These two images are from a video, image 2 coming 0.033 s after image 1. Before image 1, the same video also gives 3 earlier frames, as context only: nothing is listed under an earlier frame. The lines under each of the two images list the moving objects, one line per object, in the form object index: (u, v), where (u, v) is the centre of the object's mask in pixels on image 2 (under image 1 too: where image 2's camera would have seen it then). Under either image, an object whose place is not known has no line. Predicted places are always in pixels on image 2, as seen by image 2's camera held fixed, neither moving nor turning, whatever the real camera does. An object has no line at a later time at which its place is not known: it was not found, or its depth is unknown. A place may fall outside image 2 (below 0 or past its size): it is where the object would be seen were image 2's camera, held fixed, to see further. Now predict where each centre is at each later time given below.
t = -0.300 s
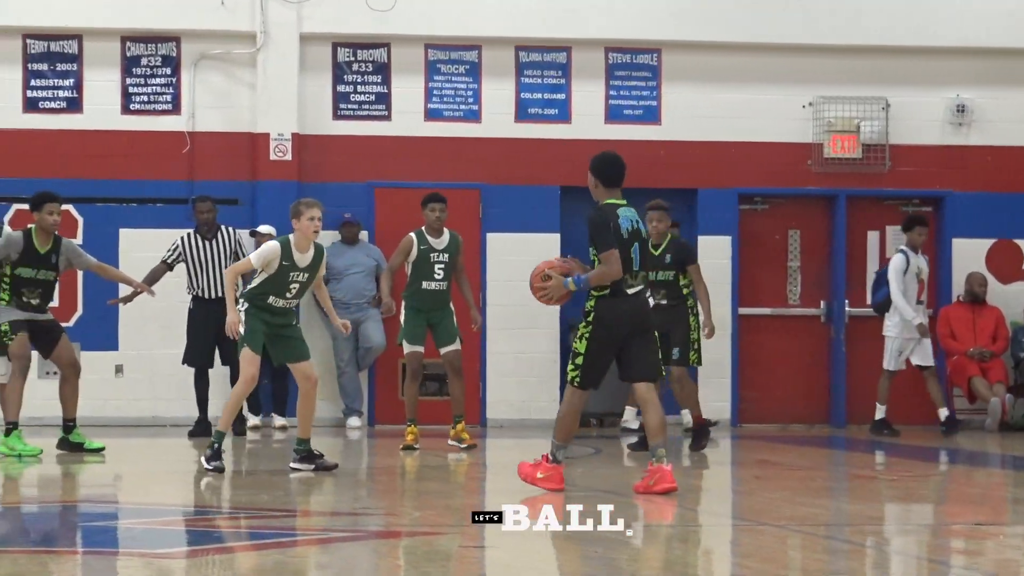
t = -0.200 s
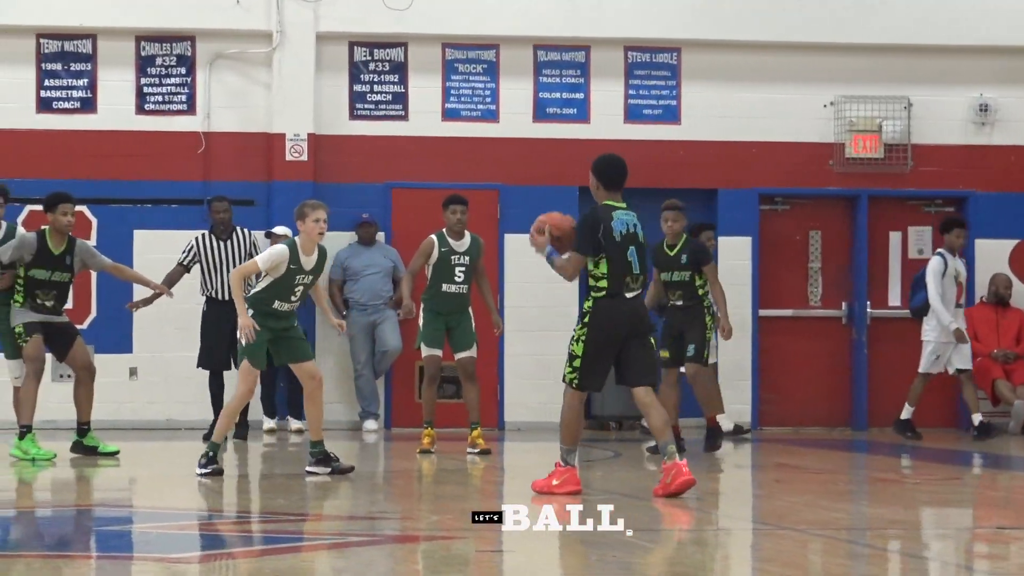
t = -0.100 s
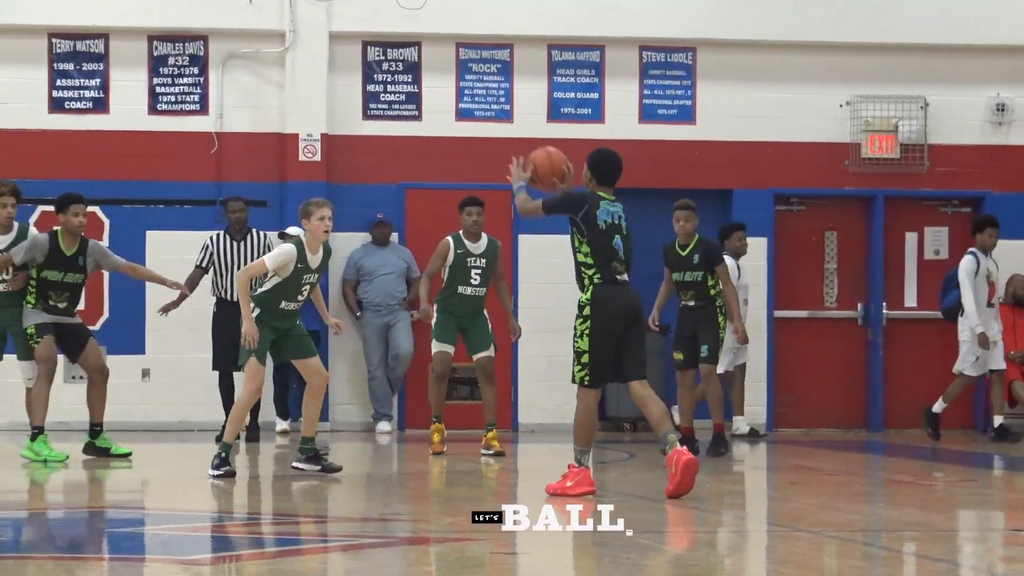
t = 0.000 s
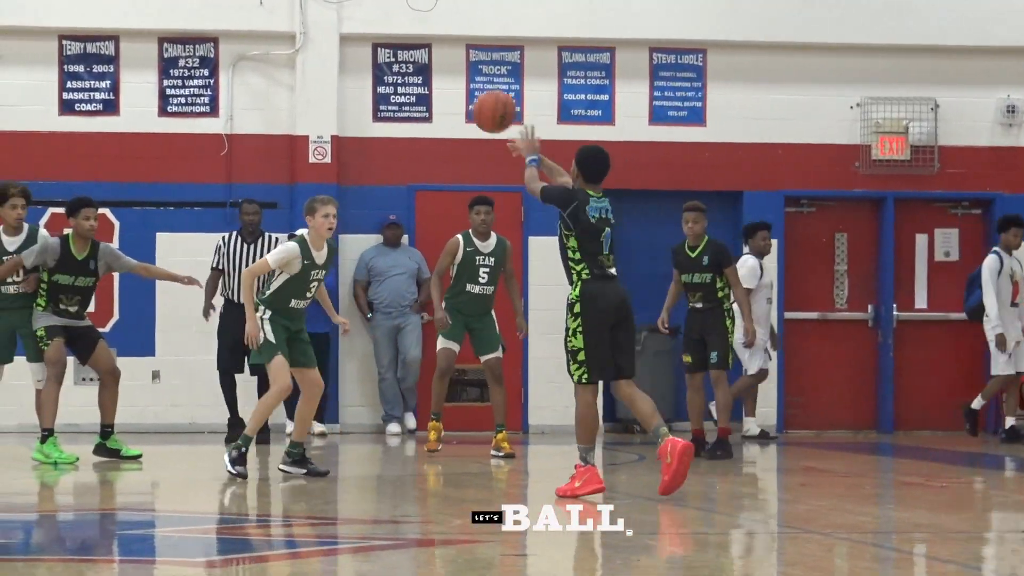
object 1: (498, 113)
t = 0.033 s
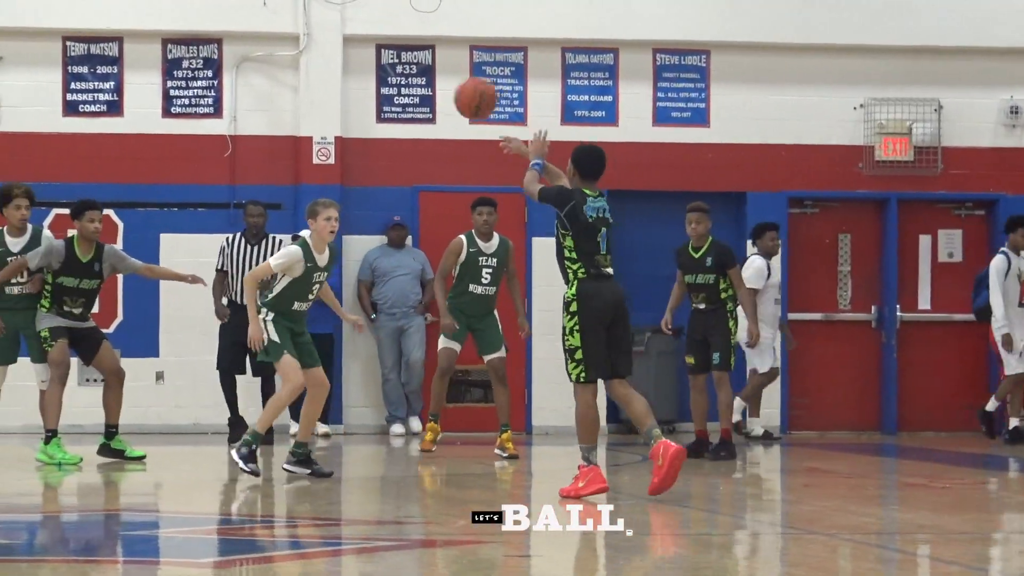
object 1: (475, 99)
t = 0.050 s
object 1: (464, 92)
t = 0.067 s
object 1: (454, 86)
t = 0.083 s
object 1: (443, 81)
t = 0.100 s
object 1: (433, 76)
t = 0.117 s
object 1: (423, 72)
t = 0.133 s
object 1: (414, 68)
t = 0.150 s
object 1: (403, 65)
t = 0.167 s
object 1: (393, 63)
